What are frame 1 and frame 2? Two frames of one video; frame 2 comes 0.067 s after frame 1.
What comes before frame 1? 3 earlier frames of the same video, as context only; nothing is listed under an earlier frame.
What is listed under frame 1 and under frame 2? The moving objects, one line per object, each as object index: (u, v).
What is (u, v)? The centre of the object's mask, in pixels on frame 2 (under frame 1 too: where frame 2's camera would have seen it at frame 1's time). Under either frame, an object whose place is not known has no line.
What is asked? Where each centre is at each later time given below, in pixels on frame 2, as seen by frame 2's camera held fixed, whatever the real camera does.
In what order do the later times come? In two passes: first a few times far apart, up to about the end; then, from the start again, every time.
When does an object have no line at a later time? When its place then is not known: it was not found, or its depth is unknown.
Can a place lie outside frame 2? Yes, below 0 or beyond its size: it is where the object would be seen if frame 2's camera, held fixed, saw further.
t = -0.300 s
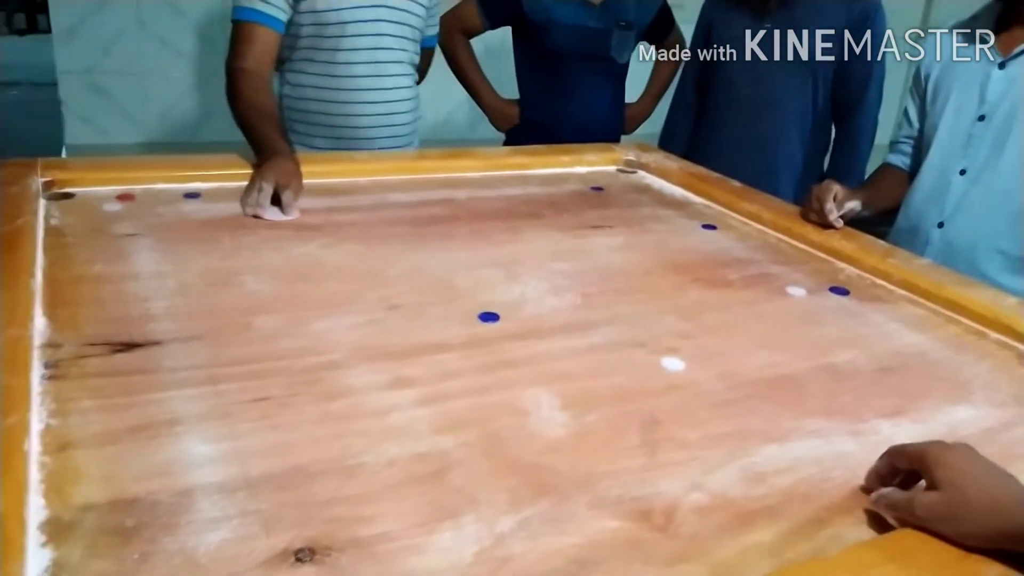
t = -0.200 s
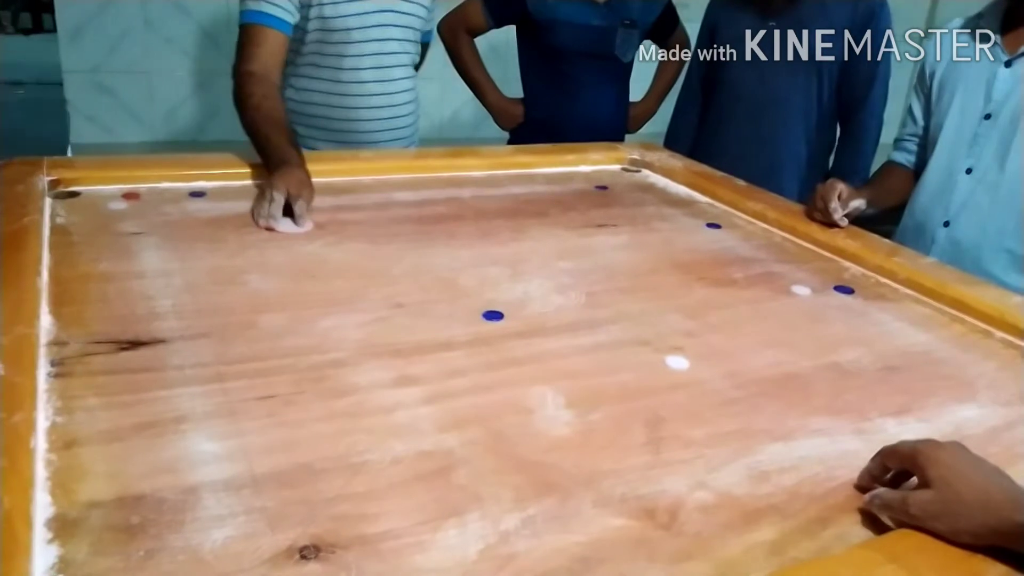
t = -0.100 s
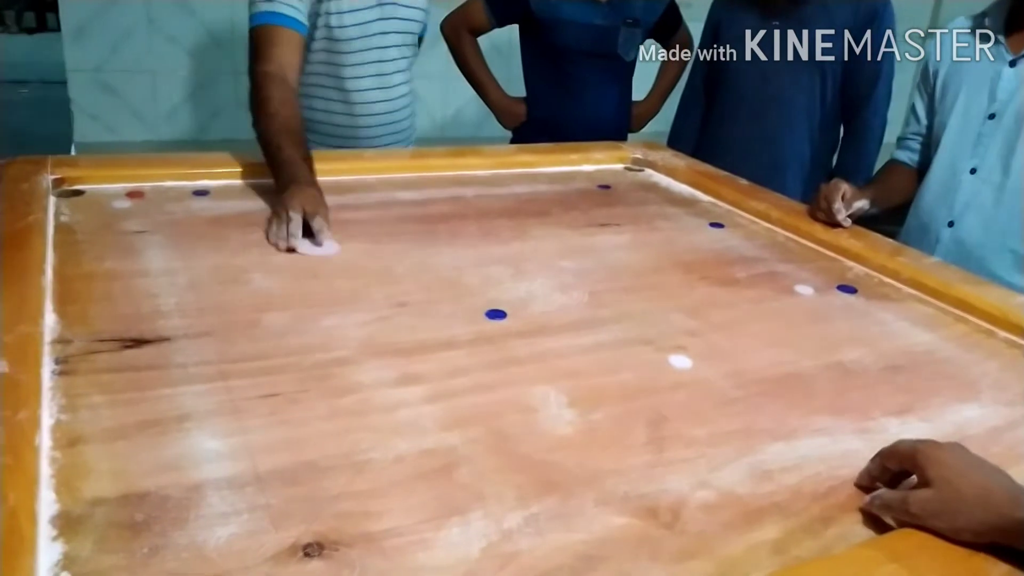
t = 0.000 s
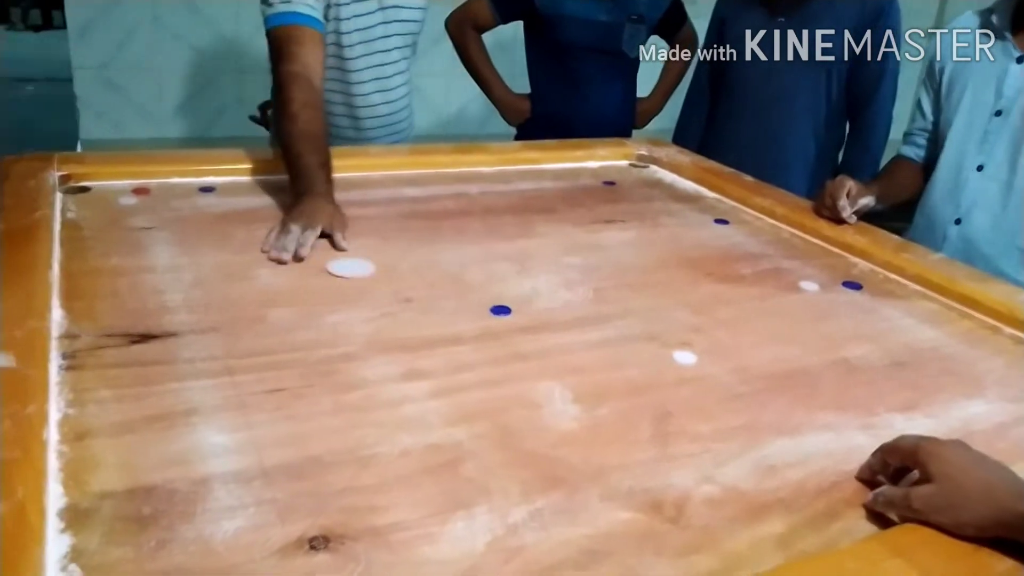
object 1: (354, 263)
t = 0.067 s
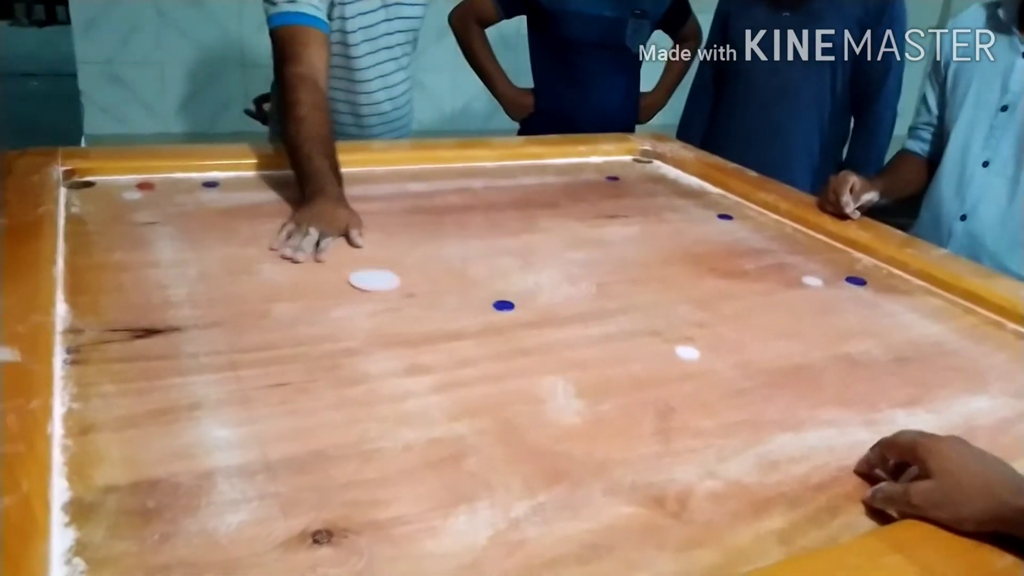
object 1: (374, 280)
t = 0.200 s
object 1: (419, 318)
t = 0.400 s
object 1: (491, 381)
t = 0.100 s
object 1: (385, 289)
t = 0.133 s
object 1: (396, 298)
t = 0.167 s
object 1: (407, 308)
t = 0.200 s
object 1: (419, 318)
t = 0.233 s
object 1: (430, 328)
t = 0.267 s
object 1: (442, 338)
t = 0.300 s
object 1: (454, 349)
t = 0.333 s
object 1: (467, 359)
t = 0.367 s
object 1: (479, 370)
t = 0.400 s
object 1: (491, 381)
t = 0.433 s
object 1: (504, 392)
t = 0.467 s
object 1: (516, 402)
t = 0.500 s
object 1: (528, 413)
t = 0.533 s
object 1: (540, 424)
